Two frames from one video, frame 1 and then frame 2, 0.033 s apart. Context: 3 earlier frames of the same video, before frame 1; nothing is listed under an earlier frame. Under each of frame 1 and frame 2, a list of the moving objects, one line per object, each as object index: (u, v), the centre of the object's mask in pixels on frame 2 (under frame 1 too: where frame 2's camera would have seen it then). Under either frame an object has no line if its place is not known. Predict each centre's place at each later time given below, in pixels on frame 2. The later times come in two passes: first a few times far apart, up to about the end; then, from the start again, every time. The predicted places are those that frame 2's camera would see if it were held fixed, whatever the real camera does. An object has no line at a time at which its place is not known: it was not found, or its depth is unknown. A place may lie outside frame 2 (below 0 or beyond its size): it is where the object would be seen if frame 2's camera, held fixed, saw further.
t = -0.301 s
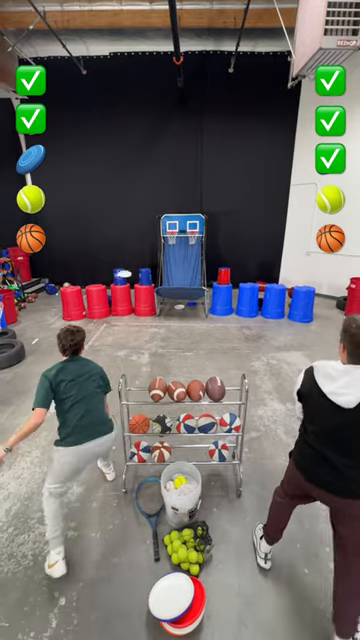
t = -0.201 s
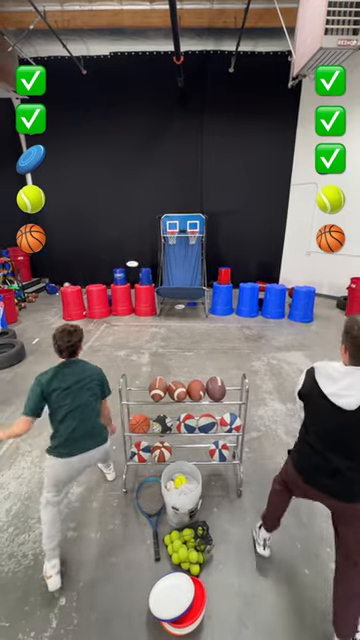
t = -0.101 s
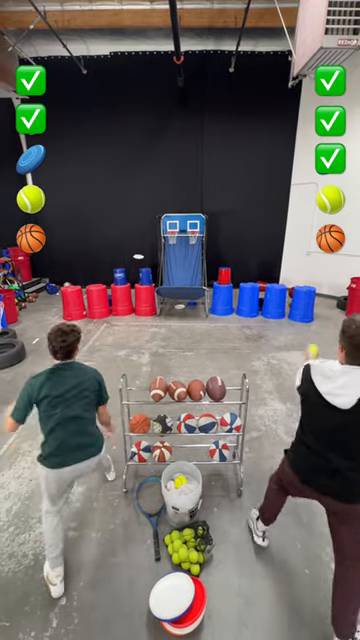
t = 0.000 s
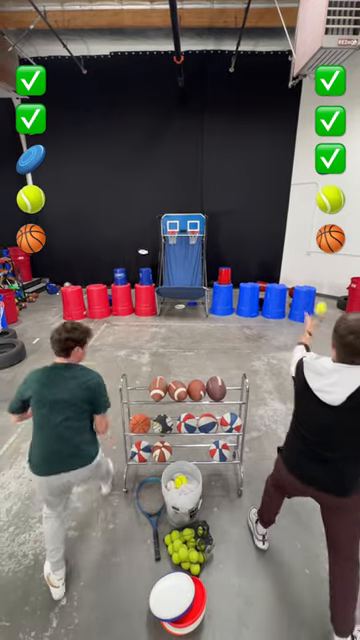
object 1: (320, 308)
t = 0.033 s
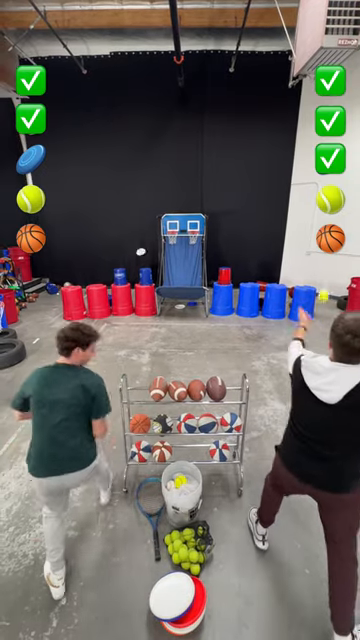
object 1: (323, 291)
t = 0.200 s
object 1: (331, 257)
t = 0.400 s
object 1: (330, 261)
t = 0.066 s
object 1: (324, 276)
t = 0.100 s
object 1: (327, 273)
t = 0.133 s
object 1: (328, 266)
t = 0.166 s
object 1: (330, 261)
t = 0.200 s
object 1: (331, 257)
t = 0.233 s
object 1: (332, 256)
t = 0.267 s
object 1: (333, 255)
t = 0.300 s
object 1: (333, 255)
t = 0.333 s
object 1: (333, 256)
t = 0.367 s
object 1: (333, 258)
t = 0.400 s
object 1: (330, 261)
